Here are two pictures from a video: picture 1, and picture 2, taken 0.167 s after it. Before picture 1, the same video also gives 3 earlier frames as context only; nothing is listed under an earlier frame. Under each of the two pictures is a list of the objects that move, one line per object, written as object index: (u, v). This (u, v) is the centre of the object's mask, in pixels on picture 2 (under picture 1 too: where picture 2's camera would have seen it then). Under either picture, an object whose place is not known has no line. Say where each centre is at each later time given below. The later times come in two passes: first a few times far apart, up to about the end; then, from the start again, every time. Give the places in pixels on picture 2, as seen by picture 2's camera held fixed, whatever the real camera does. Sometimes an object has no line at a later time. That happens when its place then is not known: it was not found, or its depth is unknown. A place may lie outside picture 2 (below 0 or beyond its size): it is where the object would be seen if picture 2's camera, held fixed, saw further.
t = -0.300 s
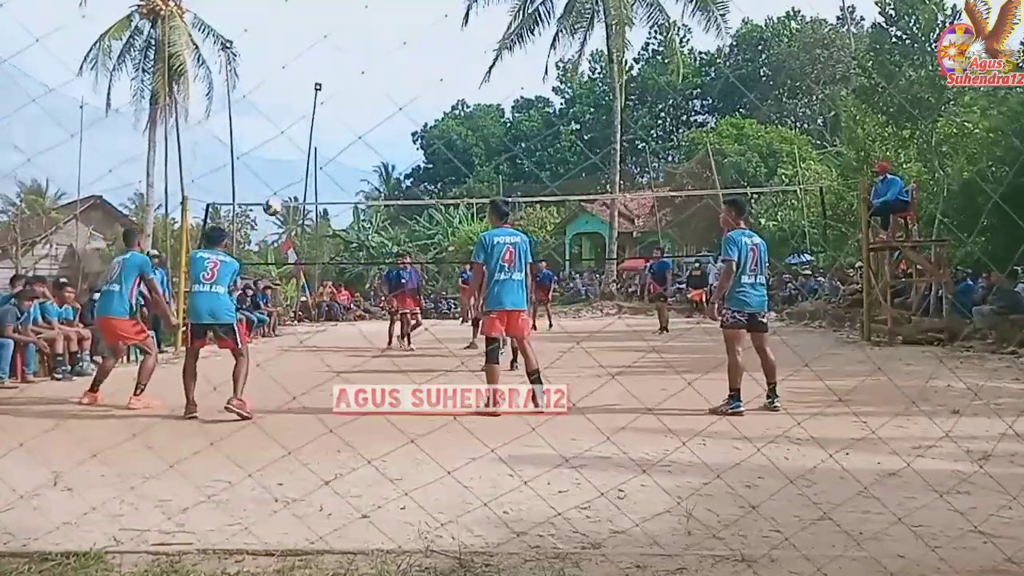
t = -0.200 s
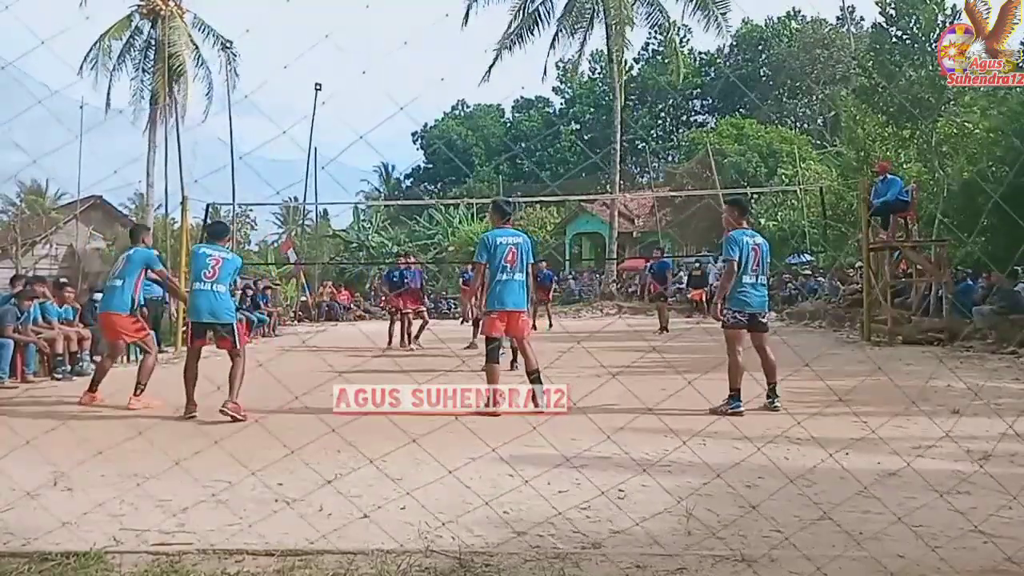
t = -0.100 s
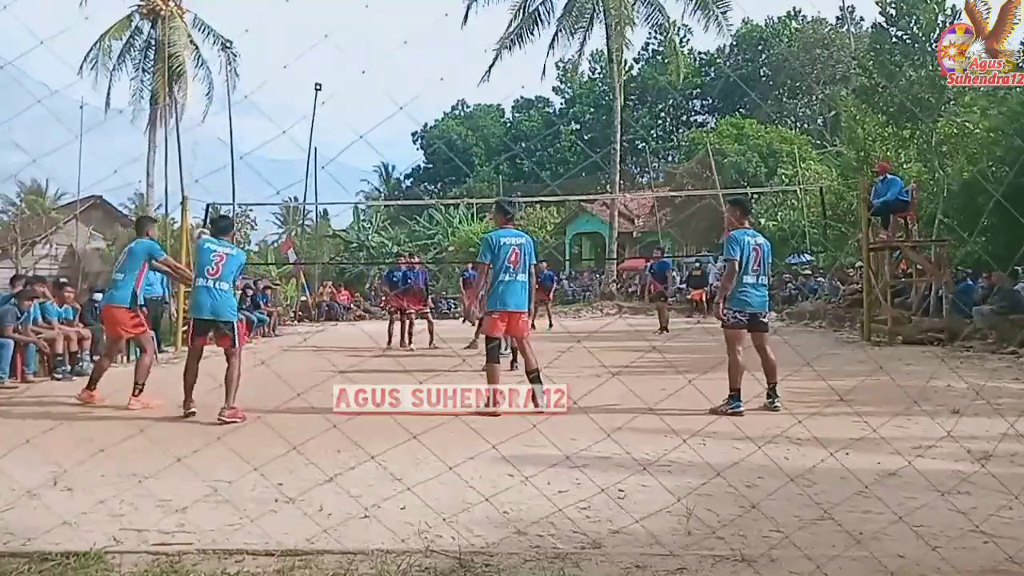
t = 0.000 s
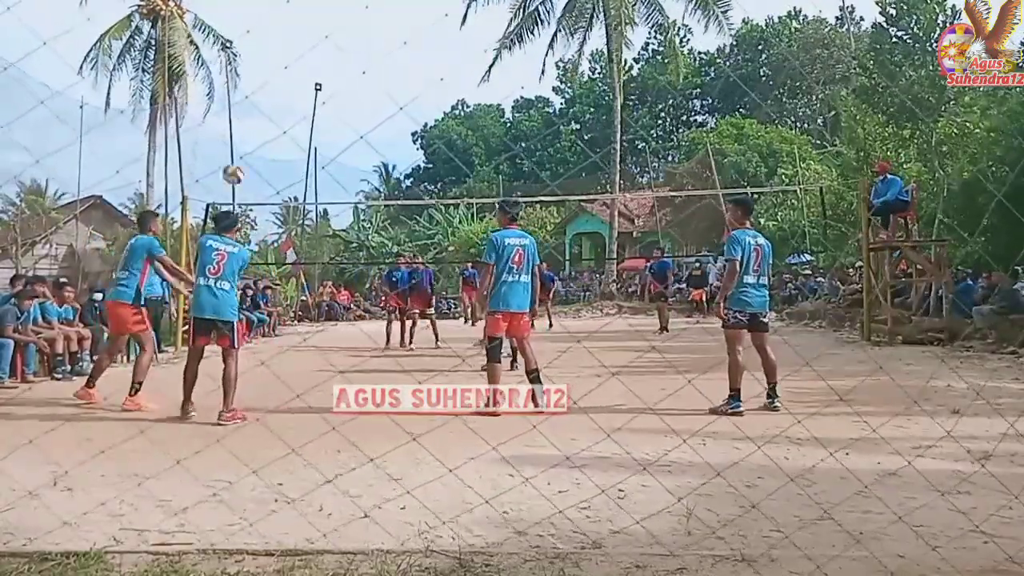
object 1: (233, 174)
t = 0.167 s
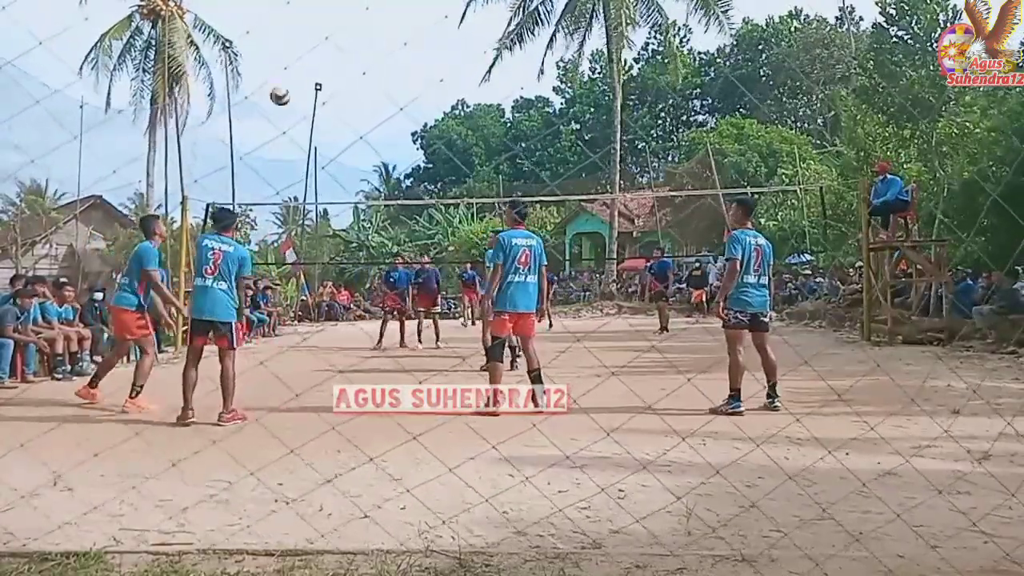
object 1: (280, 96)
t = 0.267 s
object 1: (305, 65)
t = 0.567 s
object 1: (370, 26)
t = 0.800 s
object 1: (412, 48)
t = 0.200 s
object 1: (289, 84)
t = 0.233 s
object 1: (297, 73)
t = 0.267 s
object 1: (305, 65)
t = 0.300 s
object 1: (313, 55)
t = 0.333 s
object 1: (320, 48)
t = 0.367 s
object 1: (328, 43)
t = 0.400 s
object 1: (336, 37)
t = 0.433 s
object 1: (343, 33)
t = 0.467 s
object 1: (350, 30)
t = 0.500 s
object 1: (356, 28)
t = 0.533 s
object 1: (363, 26)
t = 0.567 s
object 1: (370, 26)
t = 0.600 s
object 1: (376, 28)
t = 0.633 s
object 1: (382, 28)
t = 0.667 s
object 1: (389, 30)
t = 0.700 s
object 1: (394, 34)
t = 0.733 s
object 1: (400, 37)
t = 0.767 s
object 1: (406, 42)
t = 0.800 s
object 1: (412, 48)
